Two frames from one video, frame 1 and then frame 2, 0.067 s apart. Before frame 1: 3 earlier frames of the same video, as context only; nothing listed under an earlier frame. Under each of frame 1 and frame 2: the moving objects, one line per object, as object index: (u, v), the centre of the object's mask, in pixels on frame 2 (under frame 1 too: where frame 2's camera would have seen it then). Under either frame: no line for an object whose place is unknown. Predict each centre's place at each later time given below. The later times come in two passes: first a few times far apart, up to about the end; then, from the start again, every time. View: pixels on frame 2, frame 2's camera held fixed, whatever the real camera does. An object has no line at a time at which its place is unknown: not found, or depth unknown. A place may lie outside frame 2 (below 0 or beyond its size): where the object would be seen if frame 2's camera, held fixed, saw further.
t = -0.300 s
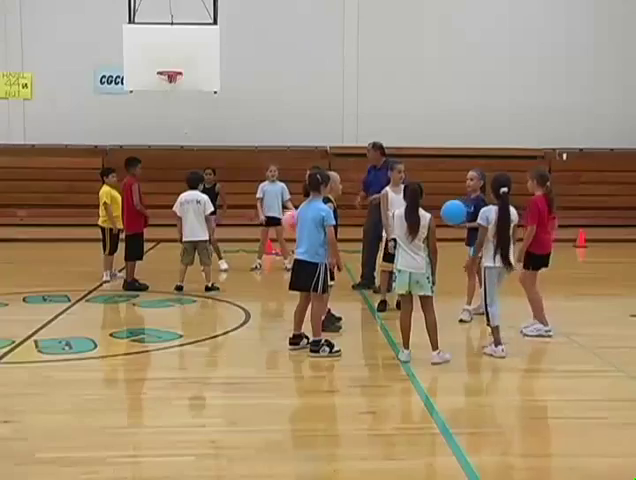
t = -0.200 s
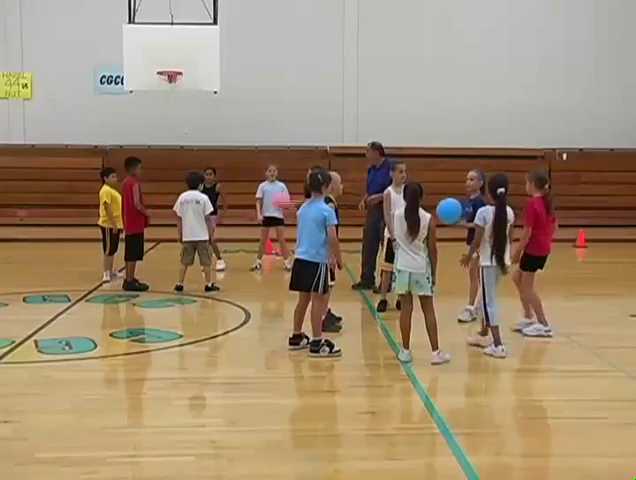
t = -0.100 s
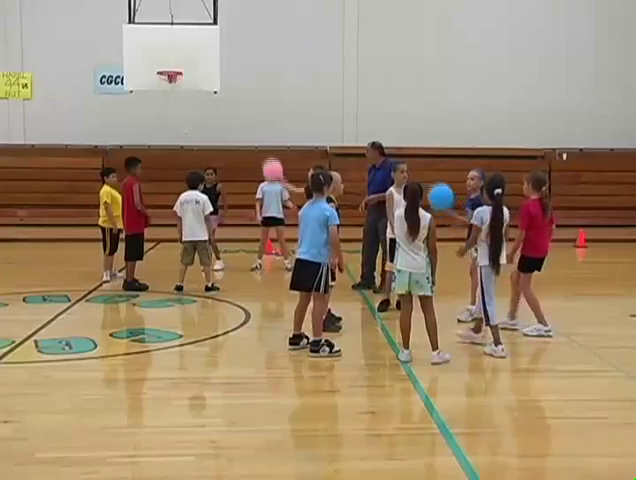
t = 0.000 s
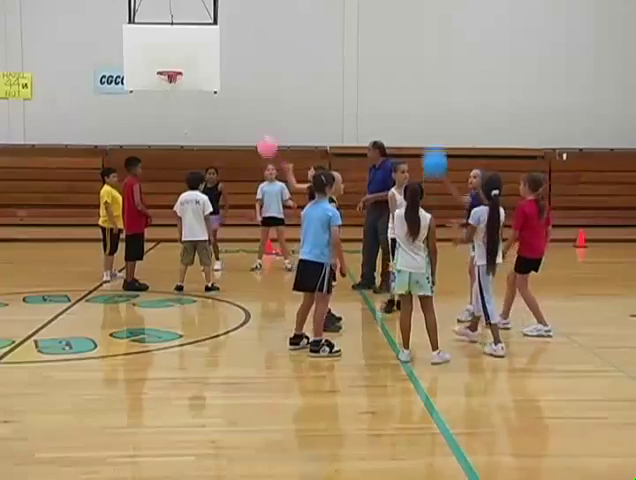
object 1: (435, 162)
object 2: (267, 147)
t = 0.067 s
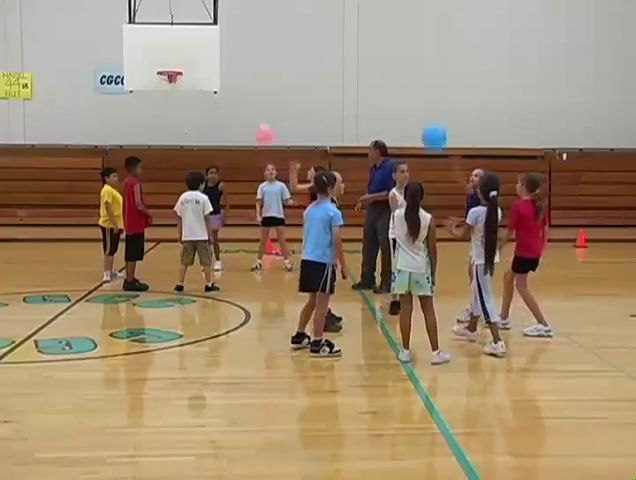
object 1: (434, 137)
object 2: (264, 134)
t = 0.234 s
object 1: (439, 97)
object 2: (259, 115)
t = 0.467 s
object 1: (451, 84)
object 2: (251, 112)
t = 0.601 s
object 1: (458, 88)
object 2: (249, 118)
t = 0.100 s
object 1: (434, 127)
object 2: (264, 129)
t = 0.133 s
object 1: (435, 117)
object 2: (262, 124)
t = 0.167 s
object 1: (436, 109)
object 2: (261, 120)
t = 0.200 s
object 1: (437, 103)
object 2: (259, 117)
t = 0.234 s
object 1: (439, 97)
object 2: (259, 115)
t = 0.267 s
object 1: (441, 94)
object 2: (257, 112)
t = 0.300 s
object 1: (443, 91)
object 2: (257, 111)
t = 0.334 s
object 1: (444, 88)
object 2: (255, 110)
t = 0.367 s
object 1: (446, 86)
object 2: (254, 110)
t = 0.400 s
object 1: (448, 85)
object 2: (253, 110)
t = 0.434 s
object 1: (450, 84)
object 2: (253, 111)
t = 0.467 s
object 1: (451, 84)
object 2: (251, 112)
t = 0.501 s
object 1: (453, 84)
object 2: (251, 113)
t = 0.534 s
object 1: (455, 85)
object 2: (250, 114)
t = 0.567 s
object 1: (456, 86)
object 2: (249, 116)
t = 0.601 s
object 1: (458, 88)
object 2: (249, 118)
